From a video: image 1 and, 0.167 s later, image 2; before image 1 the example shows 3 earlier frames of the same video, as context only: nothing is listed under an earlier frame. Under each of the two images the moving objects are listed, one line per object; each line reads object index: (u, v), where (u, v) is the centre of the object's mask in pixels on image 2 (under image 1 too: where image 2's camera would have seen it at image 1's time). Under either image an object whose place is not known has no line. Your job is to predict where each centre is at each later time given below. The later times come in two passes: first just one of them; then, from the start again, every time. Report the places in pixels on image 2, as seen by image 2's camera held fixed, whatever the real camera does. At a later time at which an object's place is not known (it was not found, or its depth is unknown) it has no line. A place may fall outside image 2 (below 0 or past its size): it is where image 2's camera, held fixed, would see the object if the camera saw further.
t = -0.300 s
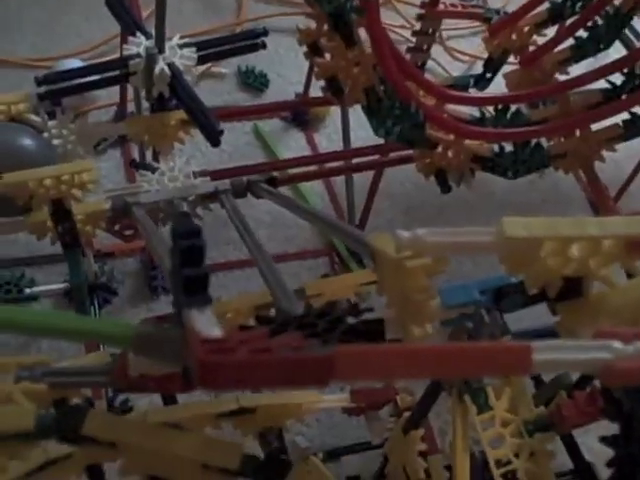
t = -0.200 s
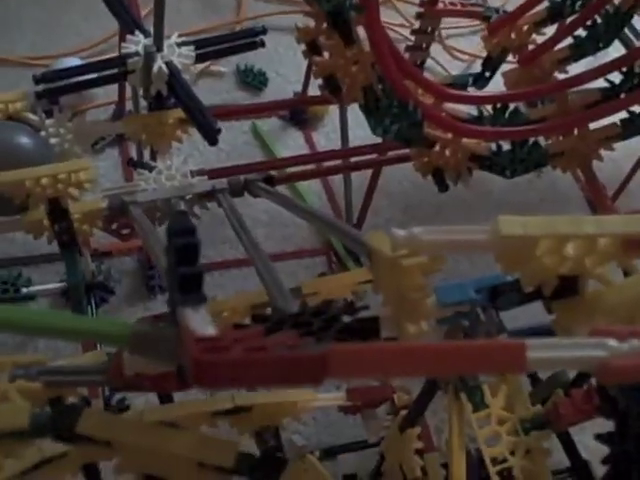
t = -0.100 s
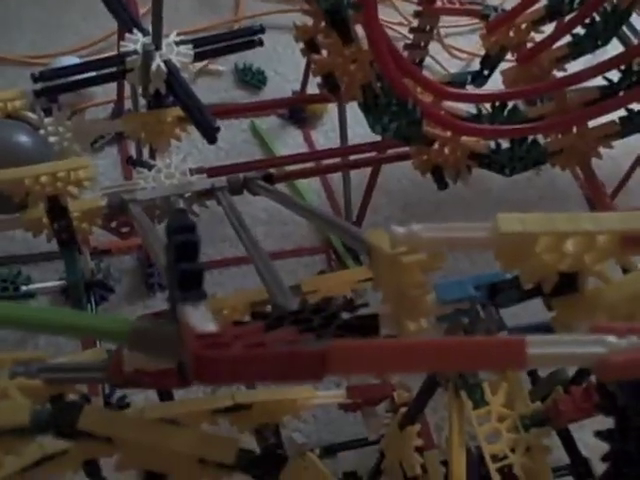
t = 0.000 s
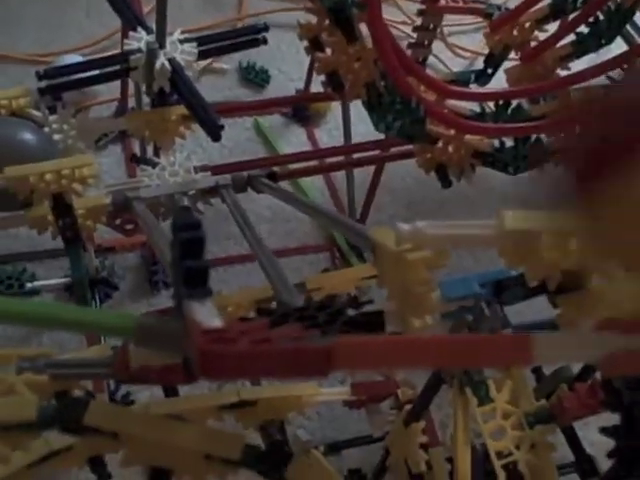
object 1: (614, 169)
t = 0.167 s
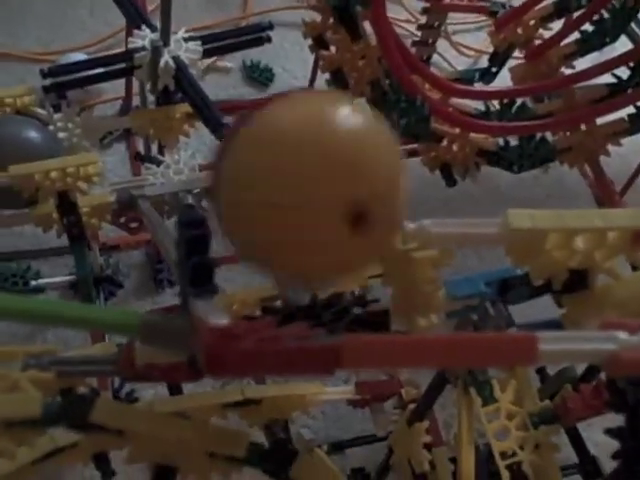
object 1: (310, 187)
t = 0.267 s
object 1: (243, 187)
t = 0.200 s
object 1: (300, 187)
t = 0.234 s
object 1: (277, 199)
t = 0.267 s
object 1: (243, 187)
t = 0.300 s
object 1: (216, 176)
